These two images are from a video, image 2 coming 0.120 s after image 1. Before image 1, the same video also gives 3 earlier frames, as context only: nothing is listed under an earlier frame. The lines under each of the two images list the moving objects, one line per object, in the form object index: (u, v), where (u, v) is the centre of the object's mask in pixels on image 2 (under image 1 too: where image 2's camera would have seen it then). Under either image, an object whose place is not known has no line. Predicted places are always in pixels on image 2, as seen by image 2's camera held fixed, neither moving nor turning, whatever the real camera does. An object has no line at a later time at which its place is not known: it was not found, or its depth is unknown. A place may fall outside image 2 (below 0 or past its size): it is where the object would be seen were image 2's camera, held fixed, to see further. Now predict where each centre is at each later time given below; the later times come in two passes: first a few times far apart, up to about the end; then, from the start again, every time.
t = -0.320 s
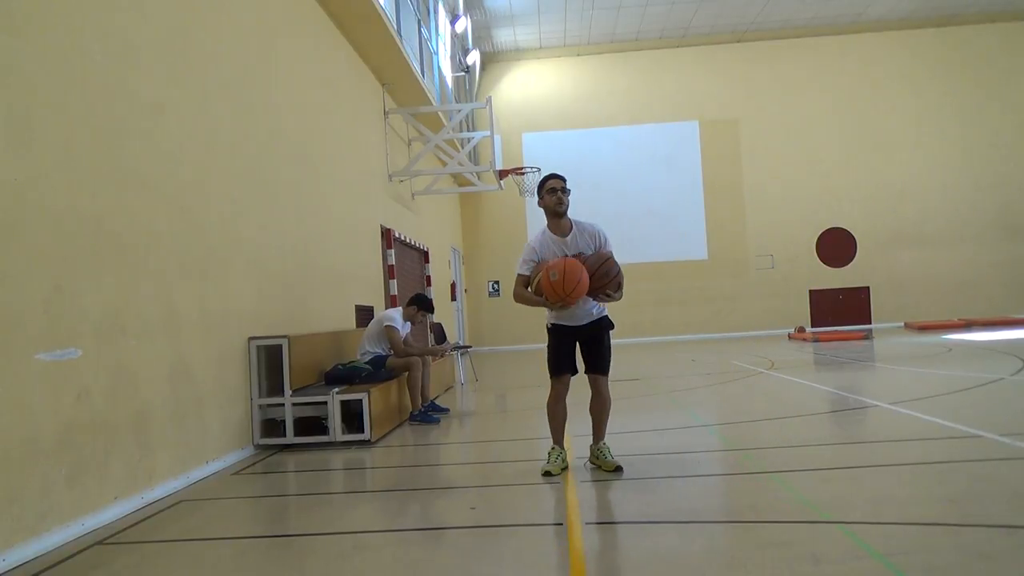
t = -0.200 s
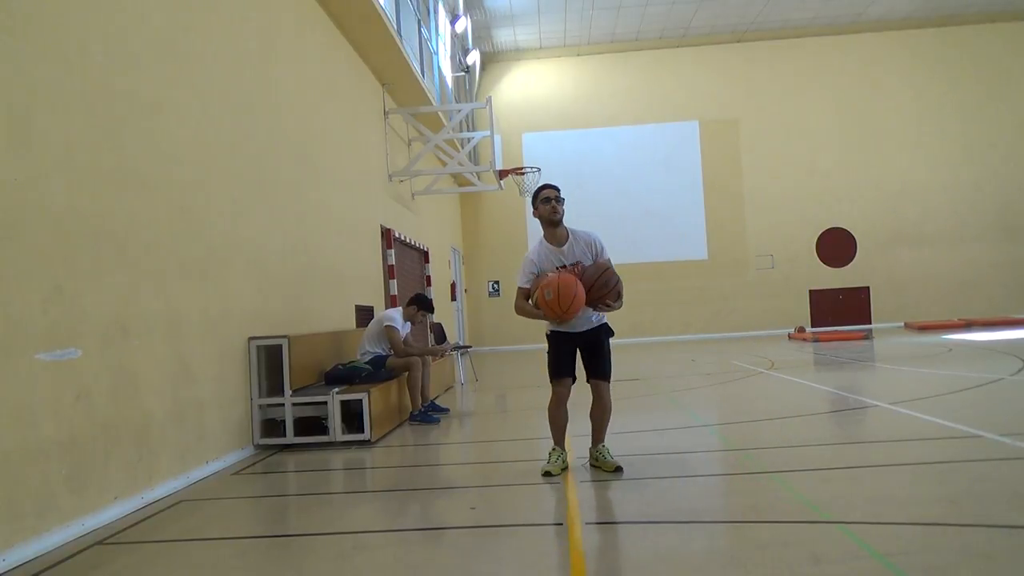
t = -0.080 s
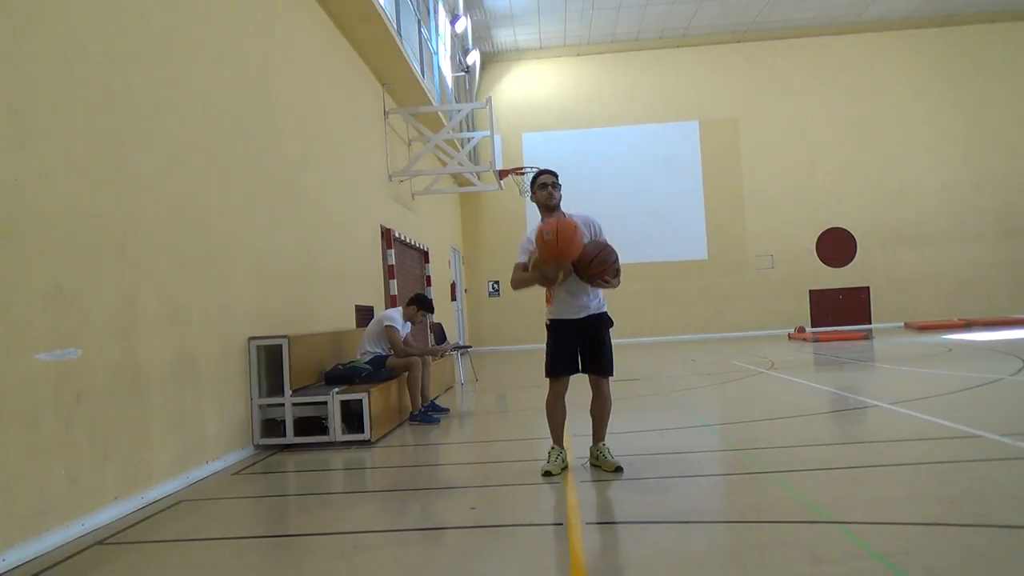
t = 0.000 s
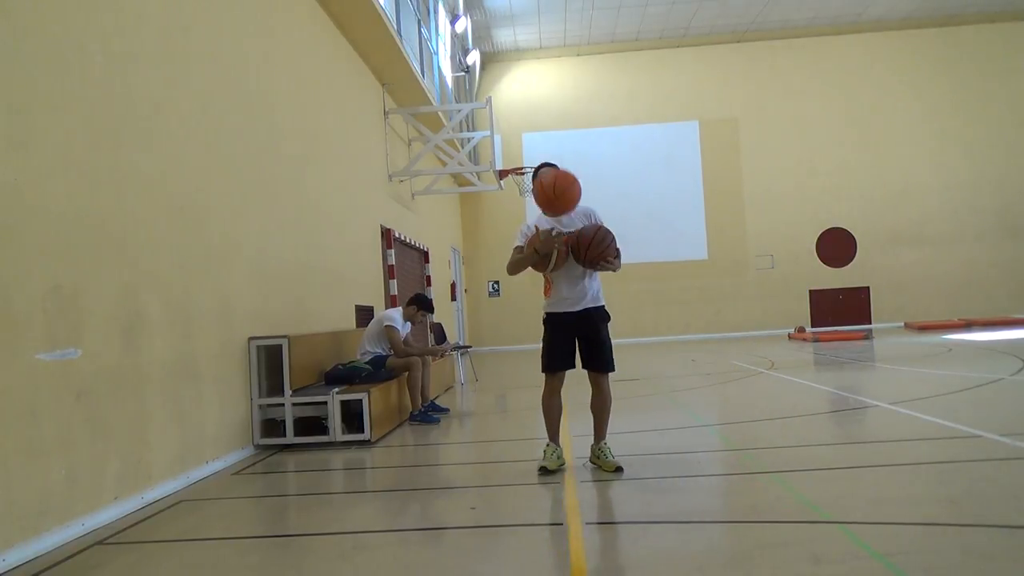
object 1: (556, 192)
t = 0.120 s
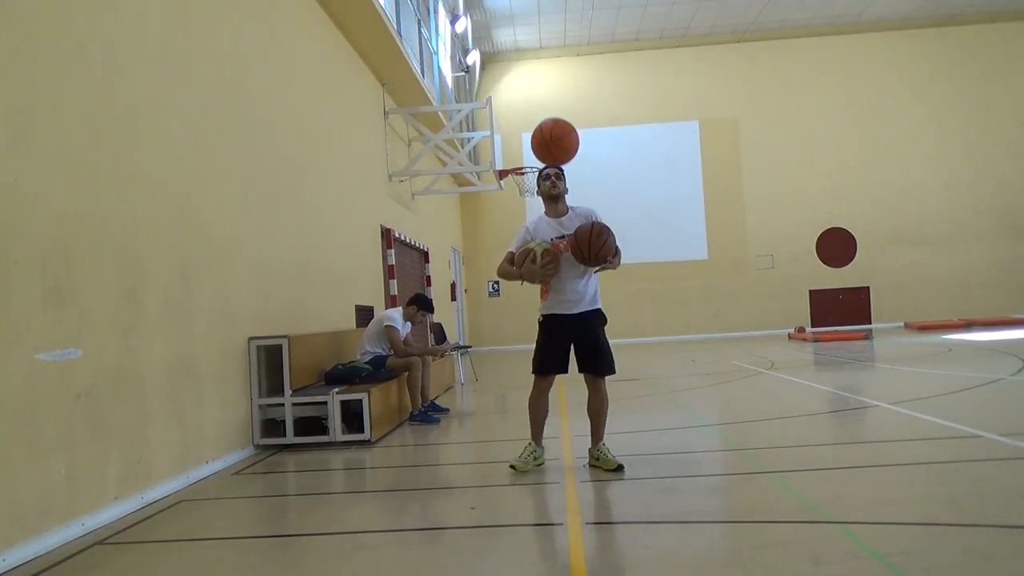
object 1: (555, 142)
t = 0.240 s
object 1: (554, 118)
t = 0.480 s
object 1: (559, 156)
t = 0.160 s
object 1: (554, 131)
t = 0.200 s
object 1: (554, 123)
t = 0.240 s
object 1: (554, 118)
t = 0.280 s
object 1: (554, 117)
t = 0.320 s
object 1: (555, 118)
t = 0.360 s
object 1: (556, 123)
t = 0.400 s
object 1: (557, 130)
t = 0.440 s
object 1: (558, 141)
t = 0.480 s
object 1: (559, 156)
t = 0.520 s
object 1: (561, 174)
